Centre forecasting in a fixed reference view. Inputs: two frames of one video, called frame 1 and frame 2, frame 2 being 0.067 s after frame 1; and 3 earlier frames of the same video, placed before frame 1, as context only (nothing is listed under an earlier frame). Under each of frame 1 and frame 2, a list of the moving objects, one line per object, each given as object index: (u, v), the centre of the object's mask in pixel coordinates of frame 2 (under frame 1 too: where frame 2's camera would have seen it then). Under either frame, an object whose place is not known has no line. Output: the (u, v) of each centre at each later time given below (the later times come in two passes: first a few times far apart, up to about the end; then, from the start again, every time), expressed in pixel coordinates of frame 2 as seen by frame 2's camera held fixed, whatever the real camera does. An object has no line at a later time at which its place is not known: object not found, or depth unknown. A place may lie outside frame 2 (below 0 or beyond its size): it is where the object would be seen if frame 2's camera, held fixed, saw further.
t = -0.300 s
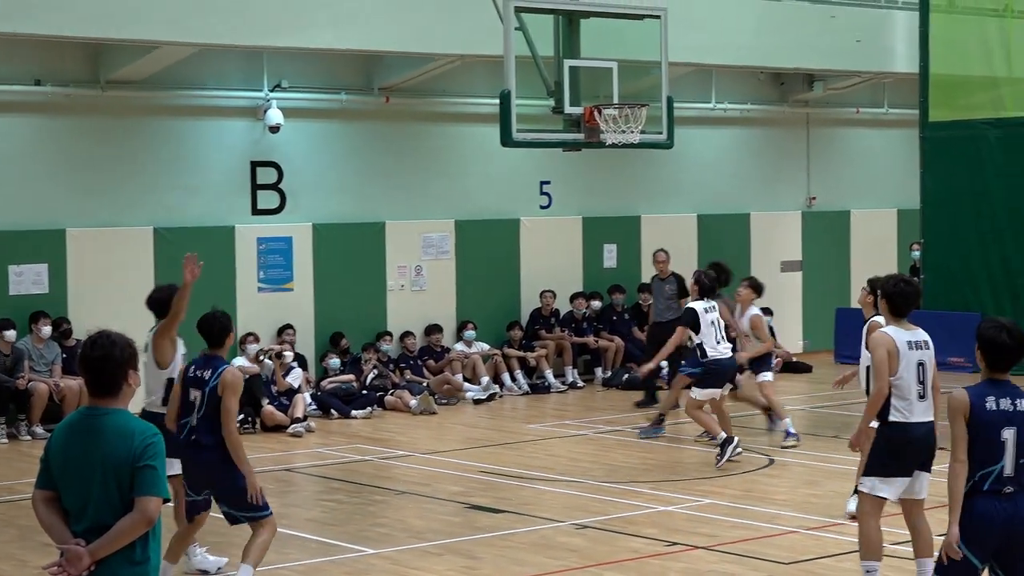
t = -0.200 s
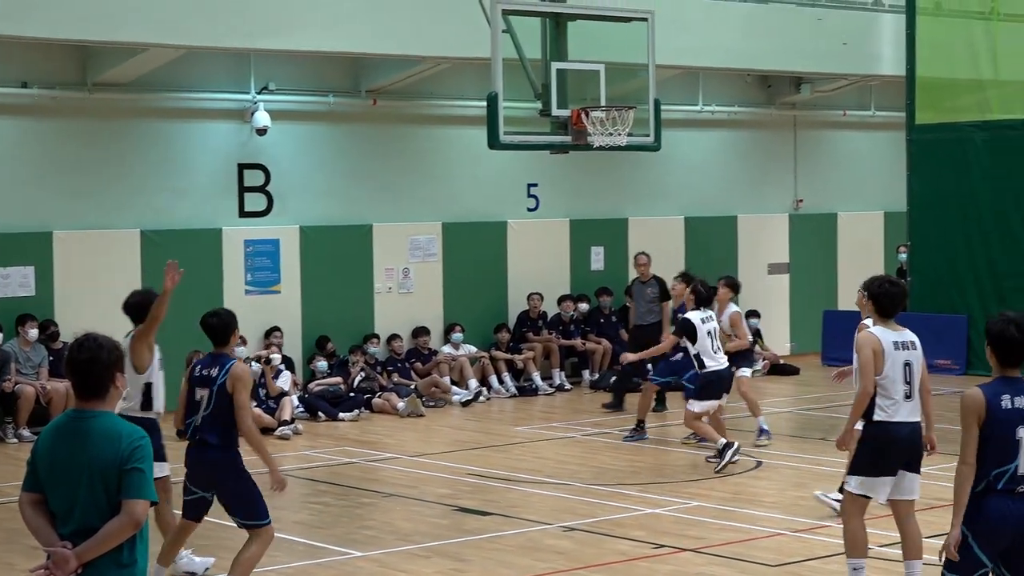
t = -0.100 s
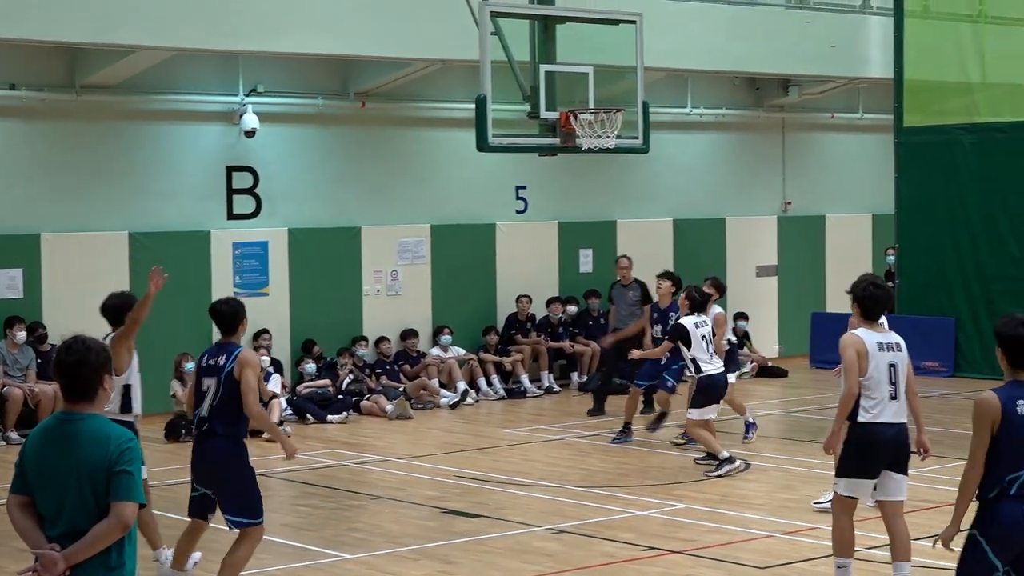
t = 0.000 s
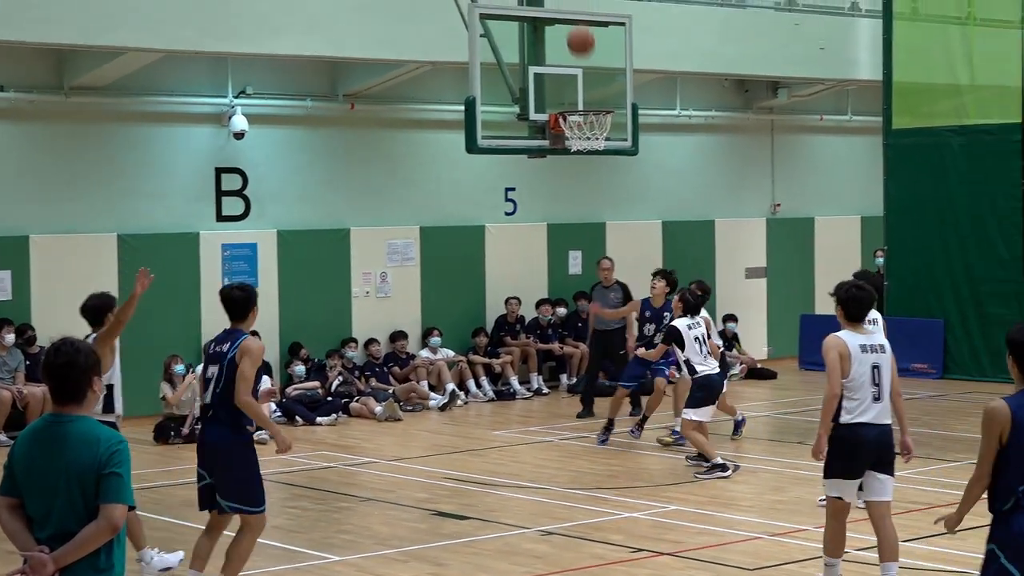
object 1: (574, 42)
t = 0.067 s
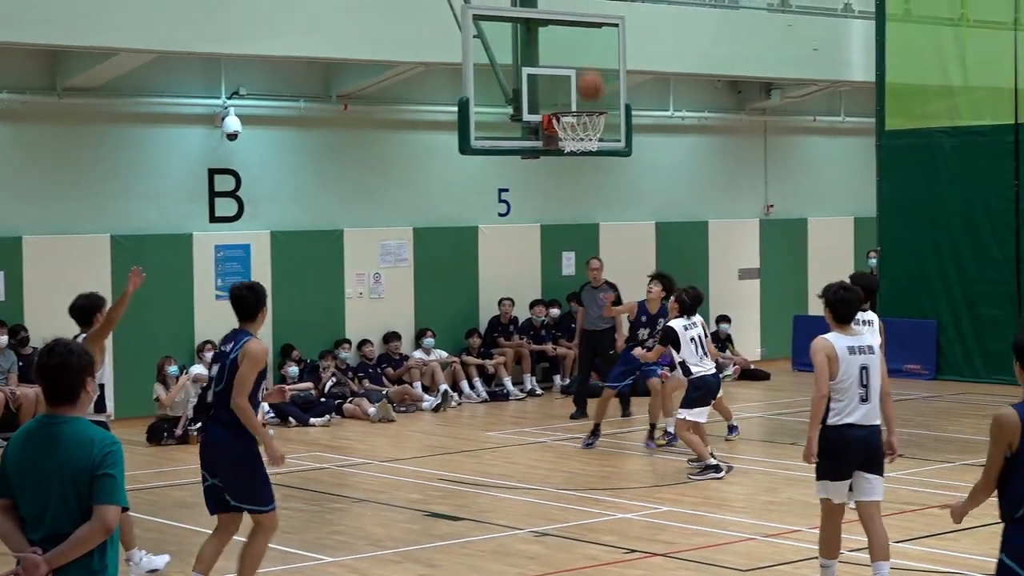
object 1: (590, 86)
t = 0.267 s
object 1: (532, 81)
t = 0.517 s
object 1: (517, 92)
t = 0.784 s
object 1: (498, 191)
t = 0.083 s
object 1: (594, 96)
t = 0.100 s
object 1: (593, 102)
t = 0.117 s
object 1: (589, 101)
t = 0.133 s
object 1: (581, 98)
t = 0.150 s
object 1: (573, 95)
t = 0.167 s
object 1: (565, 92)
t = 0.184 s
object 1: (557, 89)
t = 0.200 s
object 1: (550, 87)
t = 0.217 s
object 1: (542, 86)
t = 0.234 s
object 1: (536, 85)
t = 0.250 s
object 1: (534, 83)
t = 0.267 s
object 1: (532, 81)
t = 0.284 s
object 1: (531, 79)
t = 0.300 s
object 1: (530, 78)
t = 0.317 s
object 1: (529, 78)
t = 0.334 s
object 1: (527, 77)
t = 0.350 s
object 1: (527, 77)
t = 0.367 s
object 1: (526, 77)
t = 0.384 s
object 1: (525, 77)
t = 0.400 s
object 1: (524, 78)
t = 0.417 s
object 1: (523, 80)
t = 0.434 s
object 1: (522, 81)
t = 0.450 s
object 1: (520, 82)
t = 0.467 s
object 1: (520, 84)
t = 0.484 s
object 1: (519, 86)
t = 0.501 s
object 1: (517, 89)
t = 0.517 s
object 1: (517, 92)
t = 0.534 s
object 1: (516, 95)
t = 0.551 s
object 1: (515, 100)
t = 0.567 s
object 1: (513, 104)
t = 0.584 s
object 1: (512, 108)
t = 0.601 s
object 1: (511, 112)
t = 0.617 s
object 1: (510, 118)
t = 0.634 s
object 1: (508, 124)
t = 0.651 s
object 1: (508, 129)
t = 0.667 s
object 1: (507, 137)
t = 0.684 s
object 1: (505, 144)
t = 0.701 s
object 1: (504, 150)
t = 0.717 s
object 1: (503, 159)
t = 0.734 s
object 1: (502, 165)
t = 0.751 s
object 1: (501, 174)
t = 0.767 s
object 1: (499, 182)
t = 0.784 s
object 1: (498, 191)
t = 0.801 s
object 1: (497, 201)
